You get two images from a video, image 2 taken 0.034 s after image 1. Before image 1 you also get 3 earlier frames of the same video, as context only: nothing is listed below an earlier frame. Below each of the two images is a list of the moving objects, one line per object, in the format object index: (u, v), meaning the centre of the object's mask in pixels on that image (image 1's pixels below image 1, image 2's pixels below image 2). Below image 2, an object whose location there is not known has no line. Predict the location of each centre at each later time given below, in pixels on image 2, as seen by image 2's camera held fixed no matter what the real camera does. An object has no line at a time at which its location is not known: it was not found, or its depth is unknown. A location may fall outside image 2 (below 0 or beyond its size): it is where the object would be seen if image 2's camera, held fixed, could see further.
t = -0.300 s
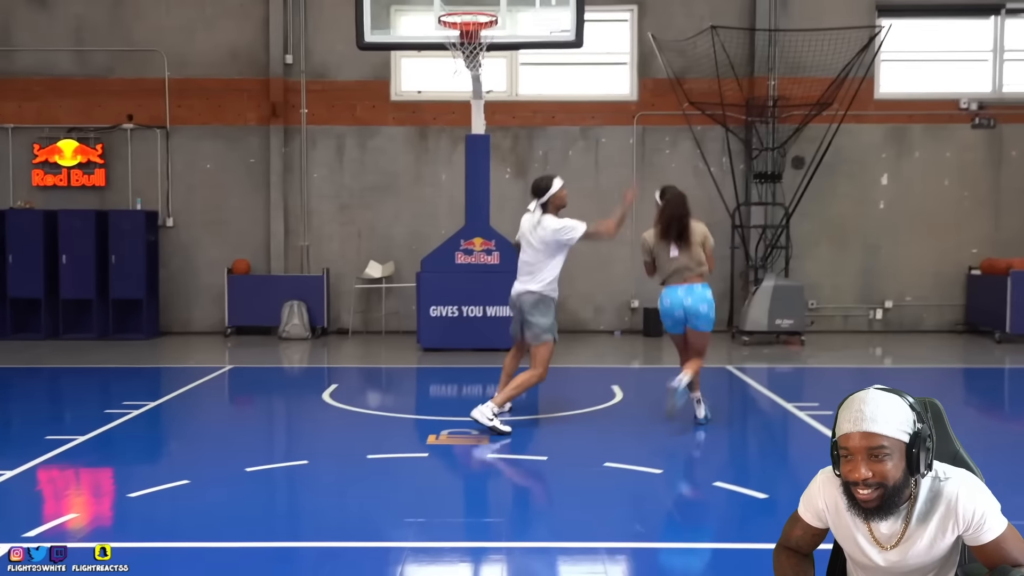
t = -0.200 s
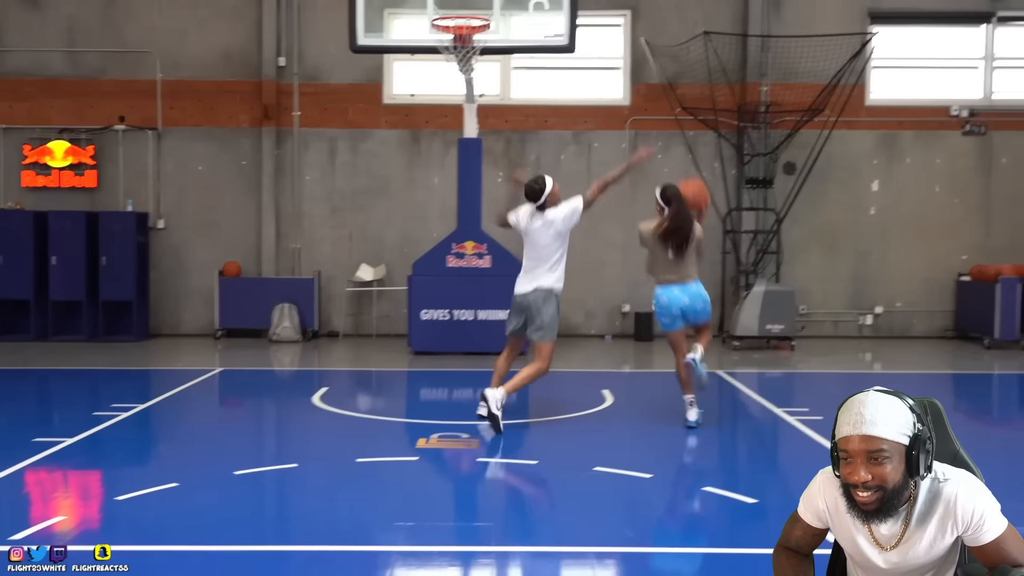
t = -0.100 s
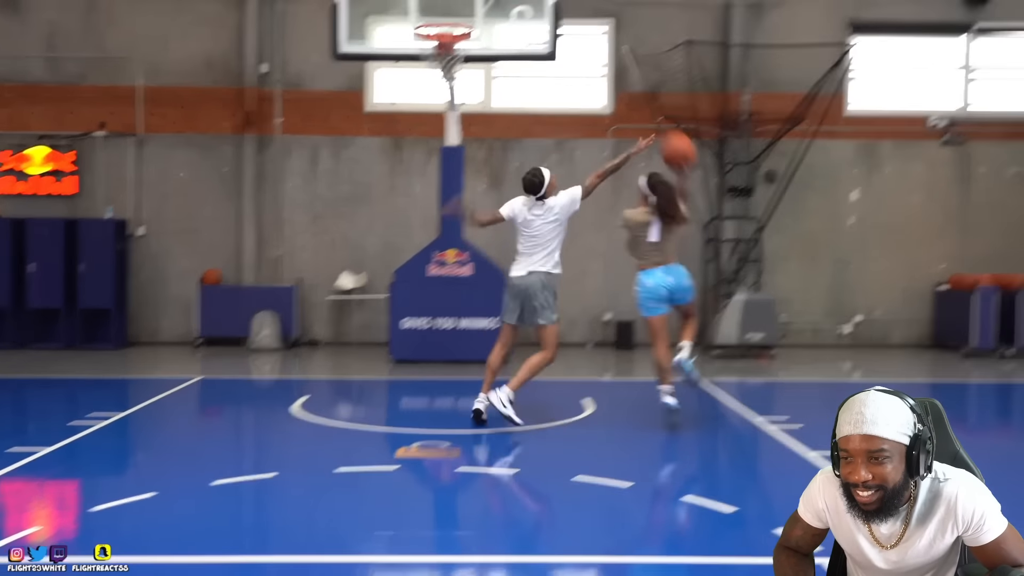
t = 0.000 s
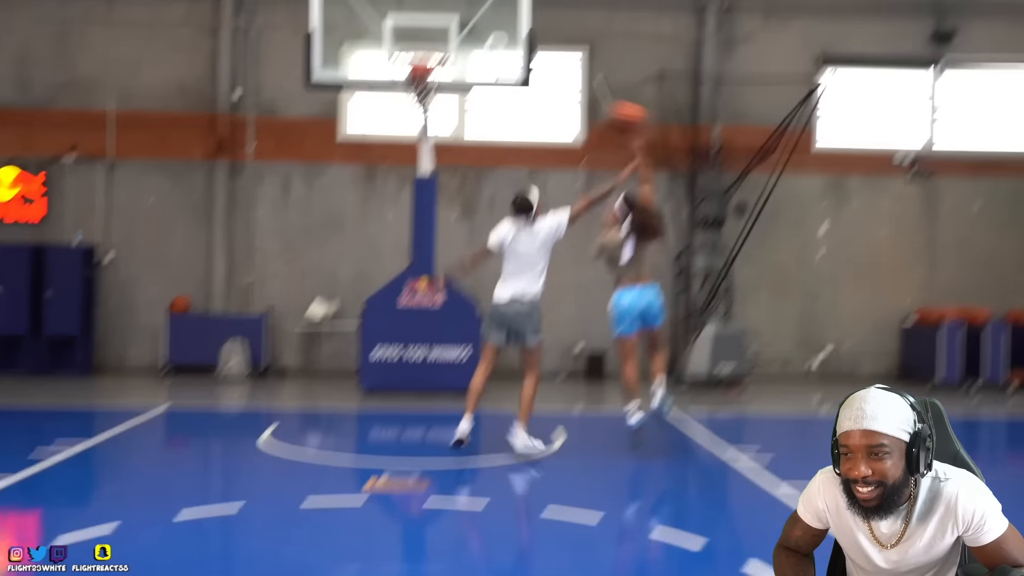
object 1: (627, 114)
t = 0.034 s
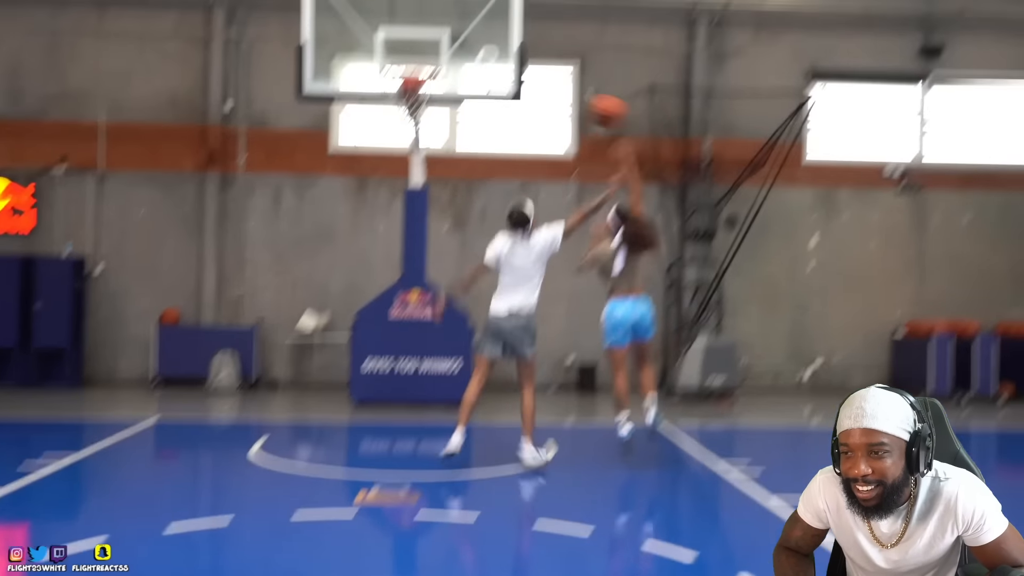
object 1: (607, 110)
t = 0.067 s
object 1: (597, 91)
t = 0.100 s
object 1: (588, 74)
